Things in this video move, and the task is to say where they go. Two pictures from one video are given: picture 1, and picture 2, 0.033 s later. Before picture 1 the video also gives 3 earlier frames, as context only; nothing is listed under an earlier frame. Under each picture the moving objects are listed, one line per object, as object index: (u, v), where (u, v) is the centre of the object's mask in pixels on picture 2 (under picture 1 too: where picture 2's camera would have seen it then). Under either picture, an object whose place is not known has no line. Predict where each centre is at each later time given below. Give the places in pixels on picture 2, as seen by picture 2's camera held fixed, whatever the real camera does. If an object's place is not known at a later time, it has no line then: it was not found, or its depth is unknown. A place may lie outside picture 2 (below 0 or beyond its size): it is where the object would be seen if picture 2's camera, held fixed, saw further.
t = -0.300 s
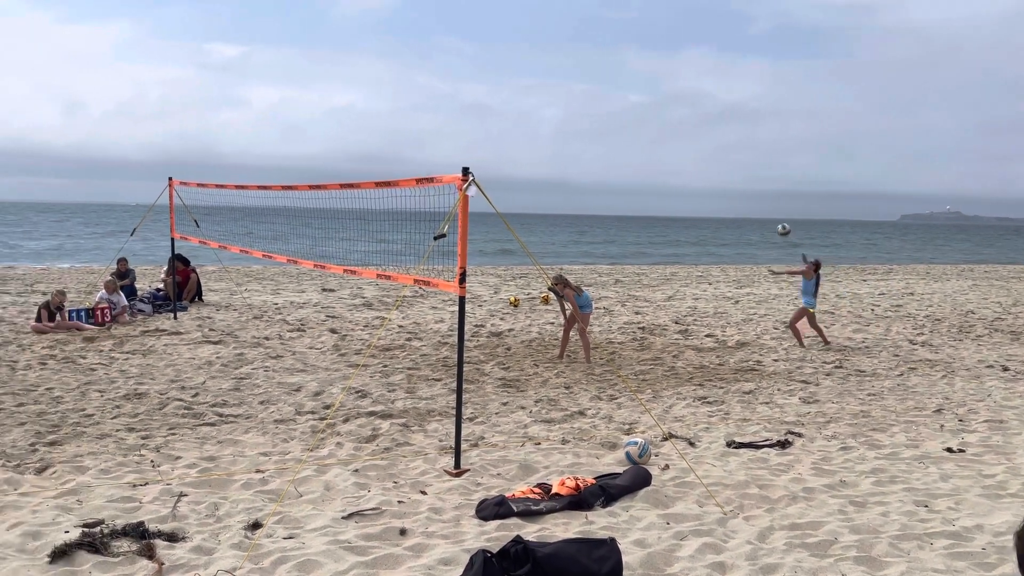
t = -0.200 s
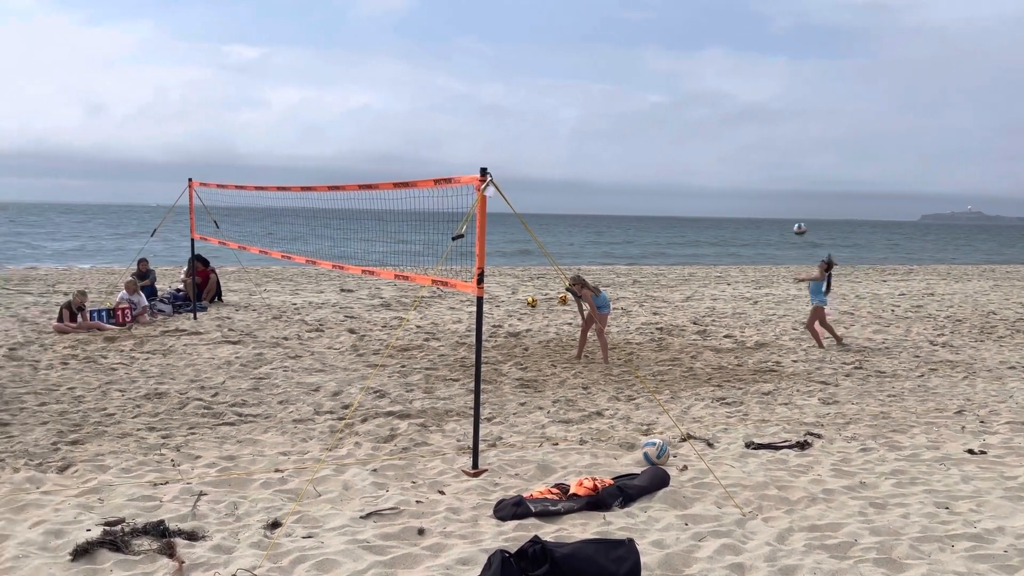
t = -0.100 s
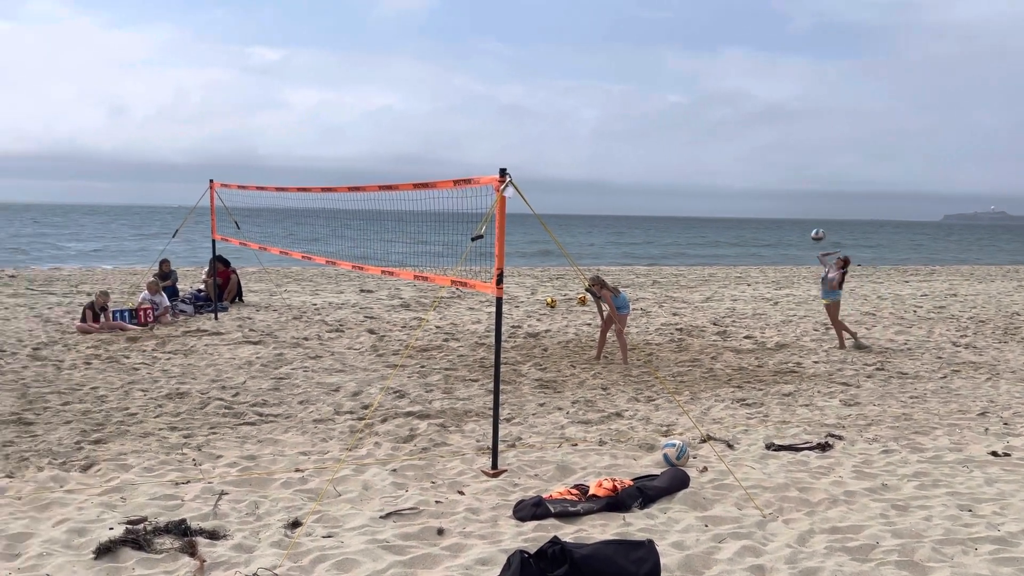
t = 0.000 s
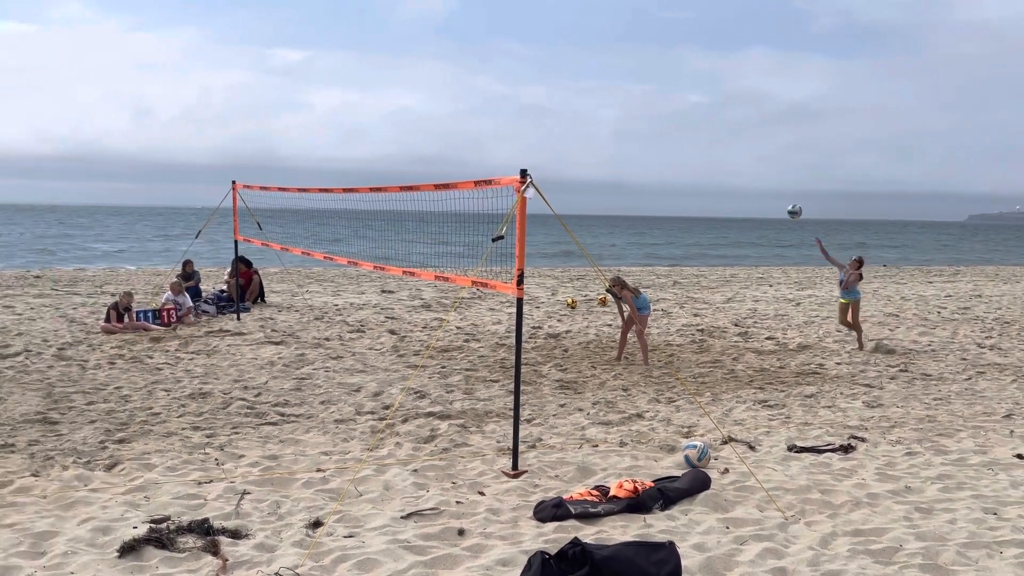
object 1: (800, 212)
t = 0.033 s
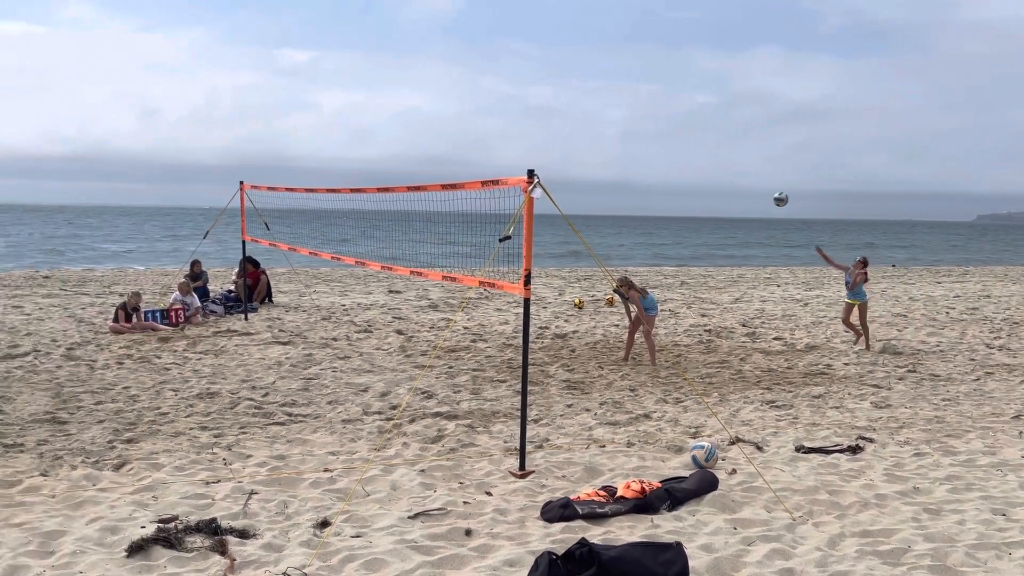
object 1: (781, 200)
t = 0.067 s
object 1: (762, 188)
